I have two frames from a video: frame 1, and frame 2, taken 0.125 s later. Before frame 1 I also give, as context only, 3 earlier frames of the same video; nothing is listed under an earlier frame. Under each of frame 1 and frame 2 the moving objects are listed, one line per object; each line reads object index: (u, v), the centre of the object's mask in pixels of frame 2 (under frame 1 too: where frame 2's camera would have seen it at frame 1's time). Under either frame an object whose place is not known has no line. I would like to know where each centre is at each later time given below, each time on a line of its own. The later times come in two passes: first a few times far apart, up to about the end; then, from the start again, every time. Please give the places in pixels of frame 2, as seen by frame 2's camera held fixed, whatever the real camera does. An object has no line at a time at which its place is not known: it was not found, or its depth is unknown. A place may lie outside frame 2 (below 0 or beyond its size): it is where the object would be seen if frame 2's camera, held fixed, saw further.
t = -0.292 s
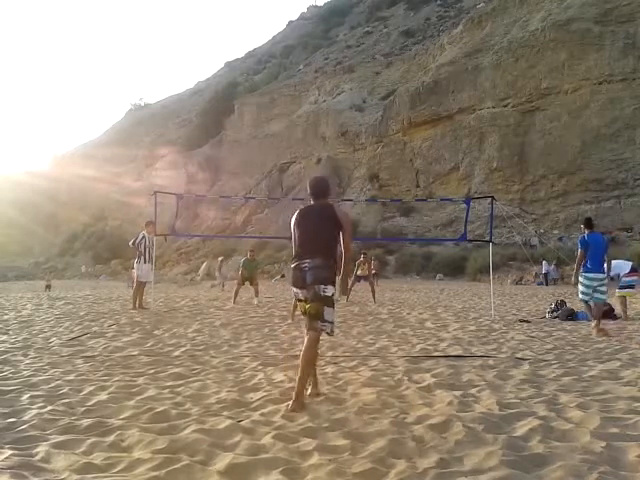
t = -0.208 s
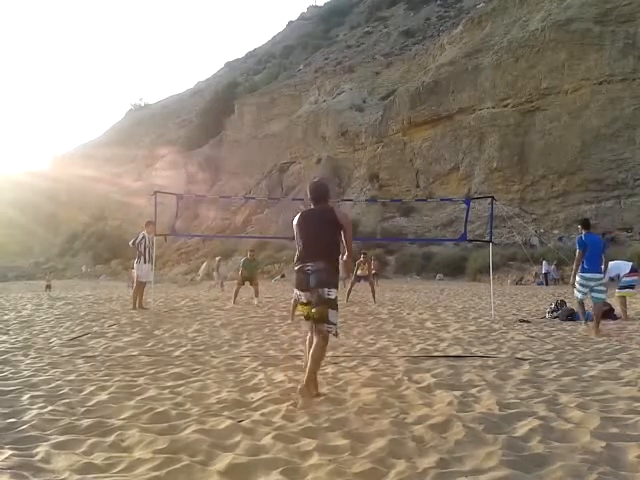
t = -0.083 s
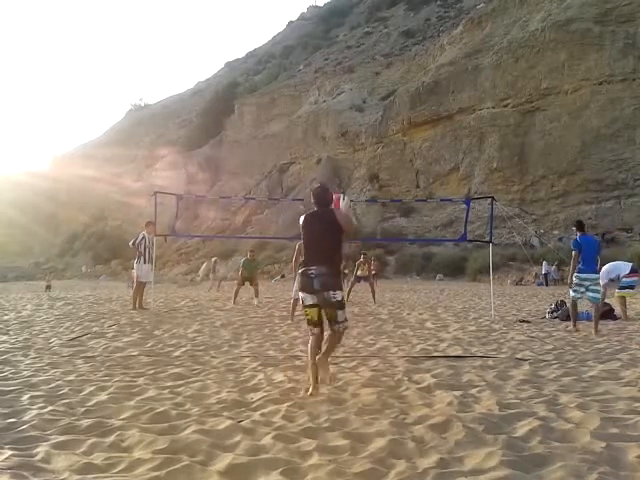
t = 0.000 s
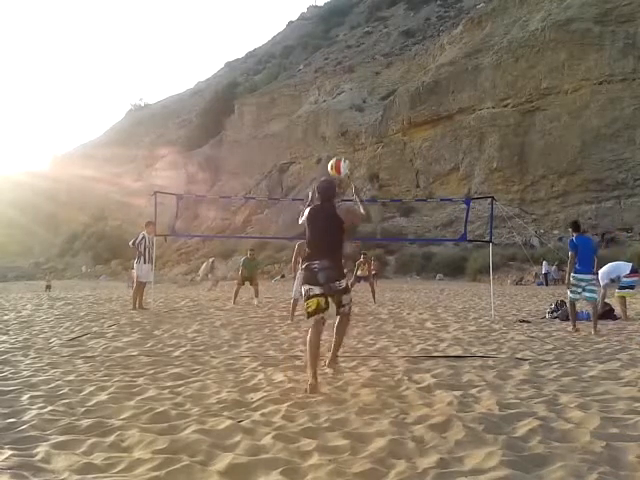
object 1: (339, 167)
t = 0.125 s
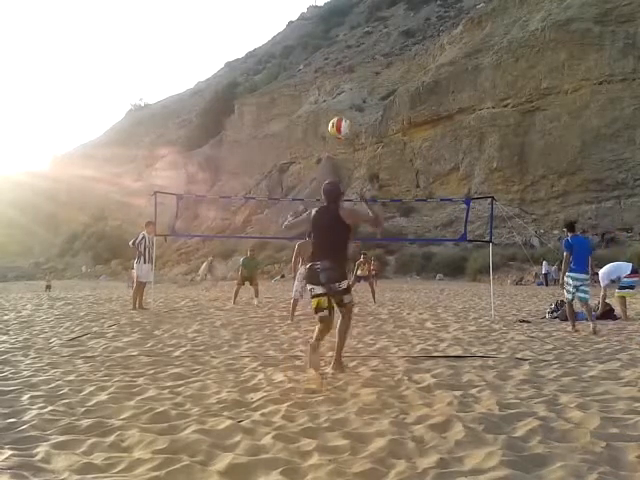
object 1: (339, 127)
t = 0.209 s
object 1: (339, 109)
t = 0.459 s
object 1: (339, 99)
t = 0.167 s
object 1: (338, 117)
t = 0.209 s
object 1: (339, 109)
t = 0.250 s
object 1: (339, 103)
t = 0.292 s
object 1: (339, 100)
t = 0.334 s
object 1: (339, 97)
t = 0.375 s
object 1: (339, 96)
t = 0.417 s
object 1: (339, 97)
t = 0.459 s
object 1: (339, 99)
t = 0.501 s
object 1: (340, 103)
